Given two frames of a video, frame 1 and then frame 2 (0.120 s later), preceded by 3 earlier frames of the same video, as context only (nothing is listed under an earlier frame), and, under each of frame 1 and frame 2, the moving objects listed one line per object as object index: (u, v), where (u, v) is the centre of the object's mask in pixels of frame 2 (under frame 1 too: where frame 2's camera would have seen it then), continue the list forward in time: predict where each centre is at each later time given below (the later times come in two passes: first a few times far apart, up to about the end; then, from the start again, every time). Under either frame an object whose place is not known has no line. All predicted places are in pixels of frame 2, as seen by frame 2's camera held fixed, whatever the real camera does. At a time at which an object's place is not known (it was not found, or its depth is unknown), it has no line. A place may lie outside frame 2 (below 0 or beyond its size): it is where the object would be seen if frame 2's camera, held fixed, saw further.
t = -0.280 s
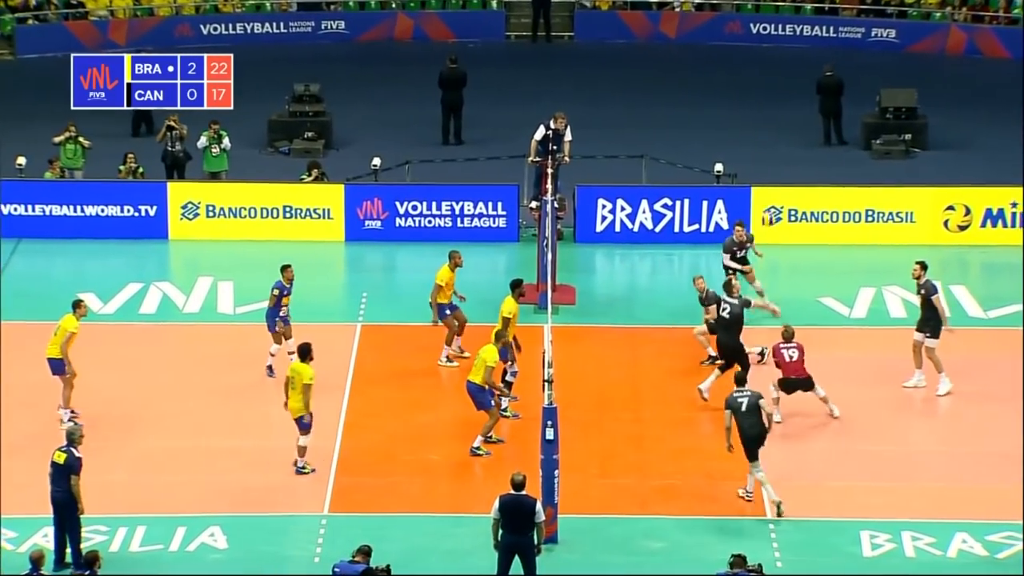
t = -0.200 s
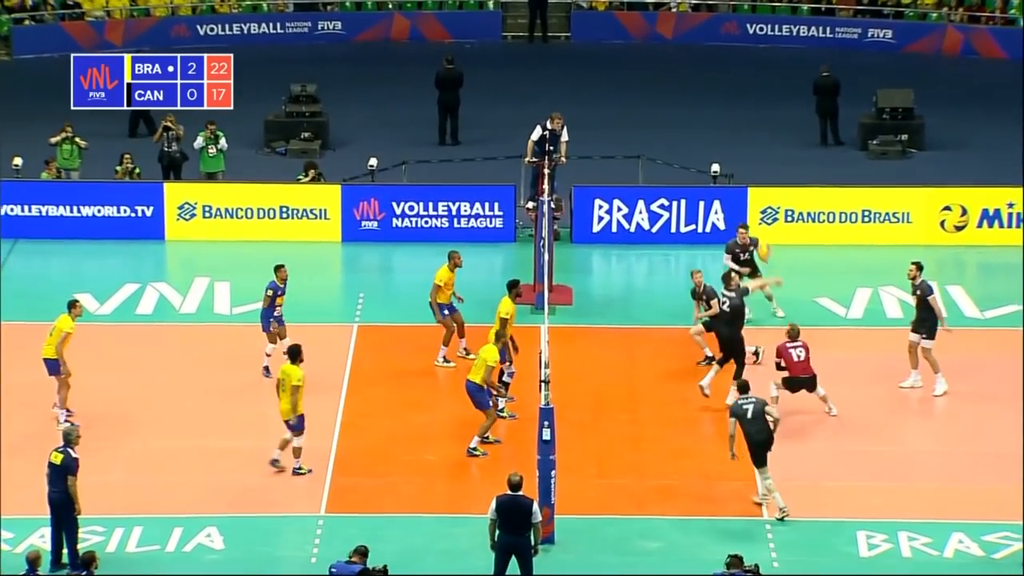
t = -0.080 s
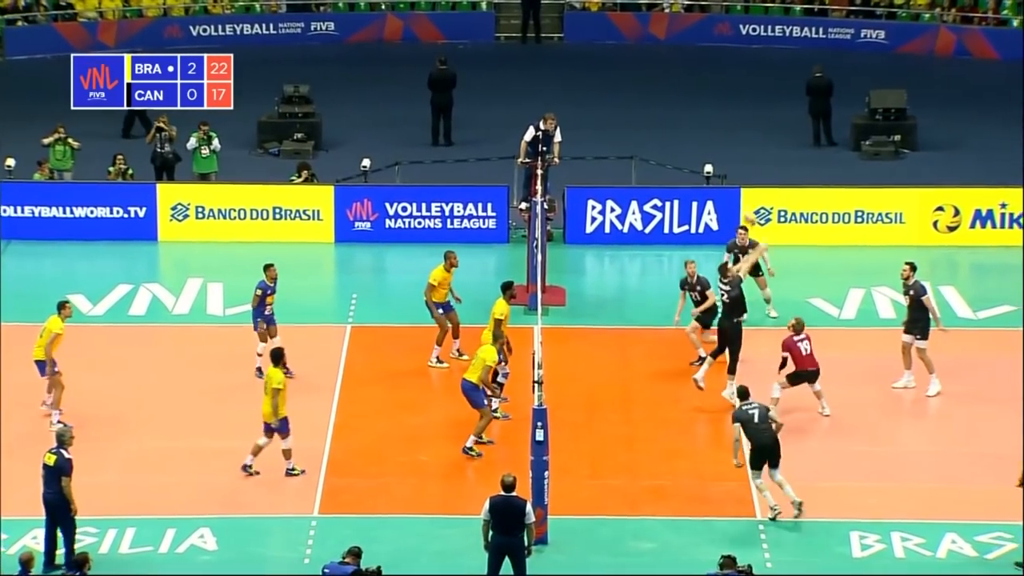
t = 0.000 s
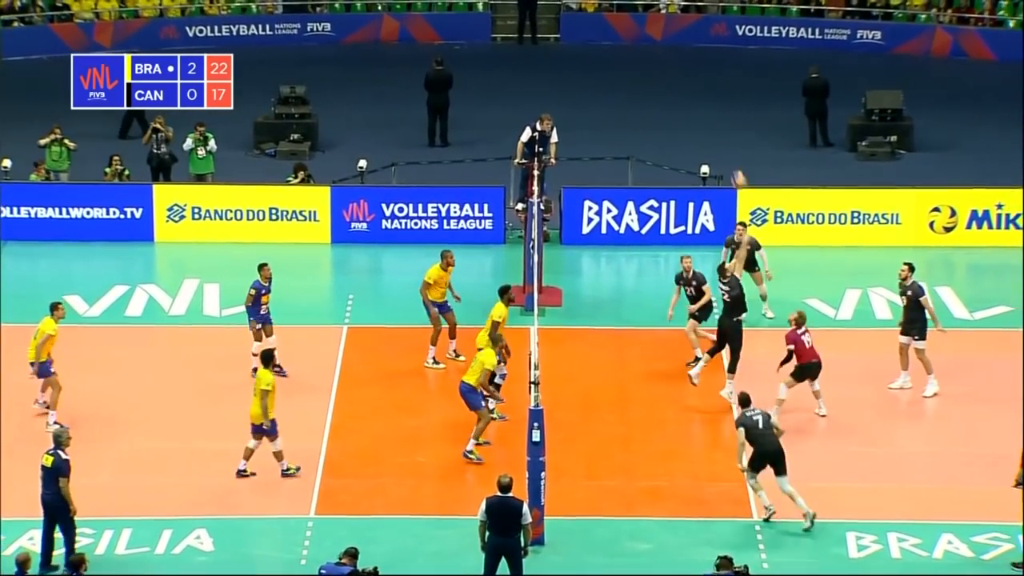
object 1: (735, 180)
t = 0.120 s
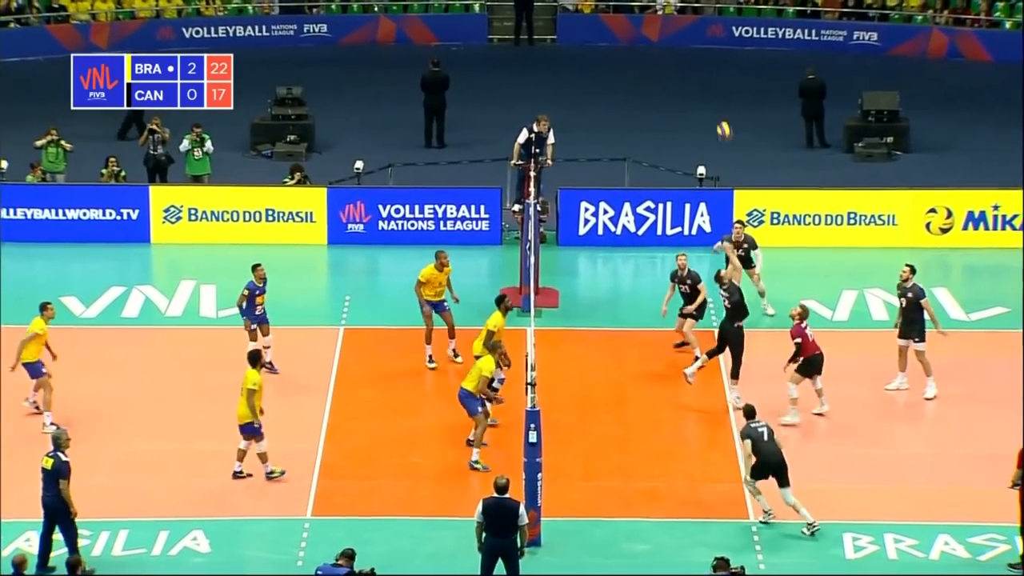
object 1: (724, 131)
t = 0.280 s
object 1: (709, 79)
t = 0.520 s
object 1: (687, 34)
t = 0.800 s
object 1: (662, 33)
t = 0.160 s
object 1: (720, 115)
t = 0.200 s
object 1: (716, 103)
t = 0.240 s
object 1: (713, 91)
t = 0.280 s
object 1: (709, 79)
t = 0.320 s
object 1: (705, 70)
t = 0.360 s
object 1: (701, 61)
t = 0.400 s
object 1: (698, 53)
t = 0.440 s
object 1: (695, 46)
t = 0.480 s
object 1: (691, 40)
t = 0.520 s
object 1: (687, 34)
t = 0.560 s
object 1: (684, 31)
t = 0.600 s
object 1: (680, 28)
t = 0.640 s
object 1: (676, 27)
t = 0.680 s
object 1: (673, 27)
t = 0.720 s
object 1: (669, 27)
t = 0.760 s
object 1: (665, 30)
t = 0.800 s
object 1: (662, 33)
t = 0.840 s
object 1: (659, 37)
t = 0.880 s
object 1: (655, 43)
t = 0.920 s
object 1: (652, 49)
